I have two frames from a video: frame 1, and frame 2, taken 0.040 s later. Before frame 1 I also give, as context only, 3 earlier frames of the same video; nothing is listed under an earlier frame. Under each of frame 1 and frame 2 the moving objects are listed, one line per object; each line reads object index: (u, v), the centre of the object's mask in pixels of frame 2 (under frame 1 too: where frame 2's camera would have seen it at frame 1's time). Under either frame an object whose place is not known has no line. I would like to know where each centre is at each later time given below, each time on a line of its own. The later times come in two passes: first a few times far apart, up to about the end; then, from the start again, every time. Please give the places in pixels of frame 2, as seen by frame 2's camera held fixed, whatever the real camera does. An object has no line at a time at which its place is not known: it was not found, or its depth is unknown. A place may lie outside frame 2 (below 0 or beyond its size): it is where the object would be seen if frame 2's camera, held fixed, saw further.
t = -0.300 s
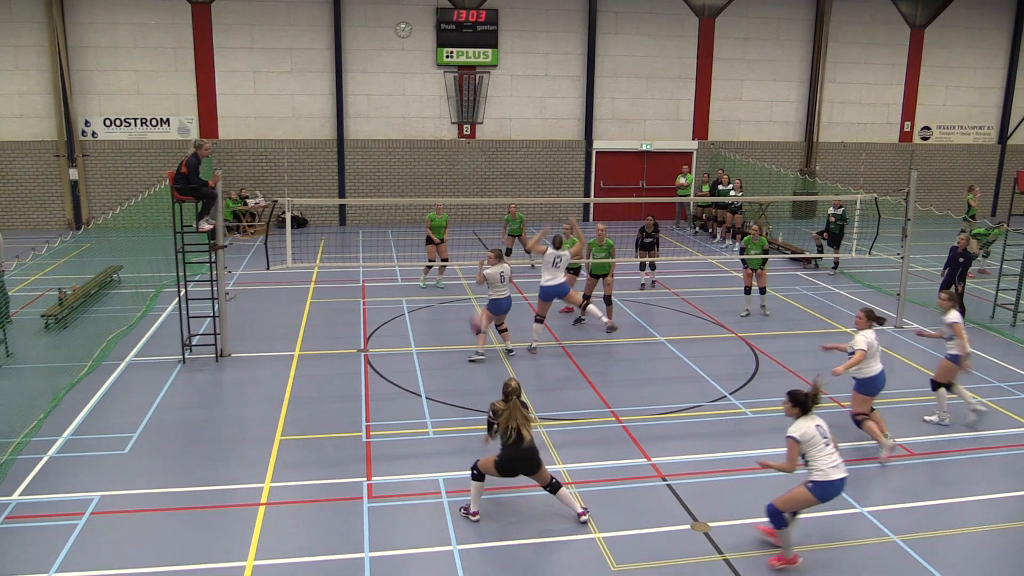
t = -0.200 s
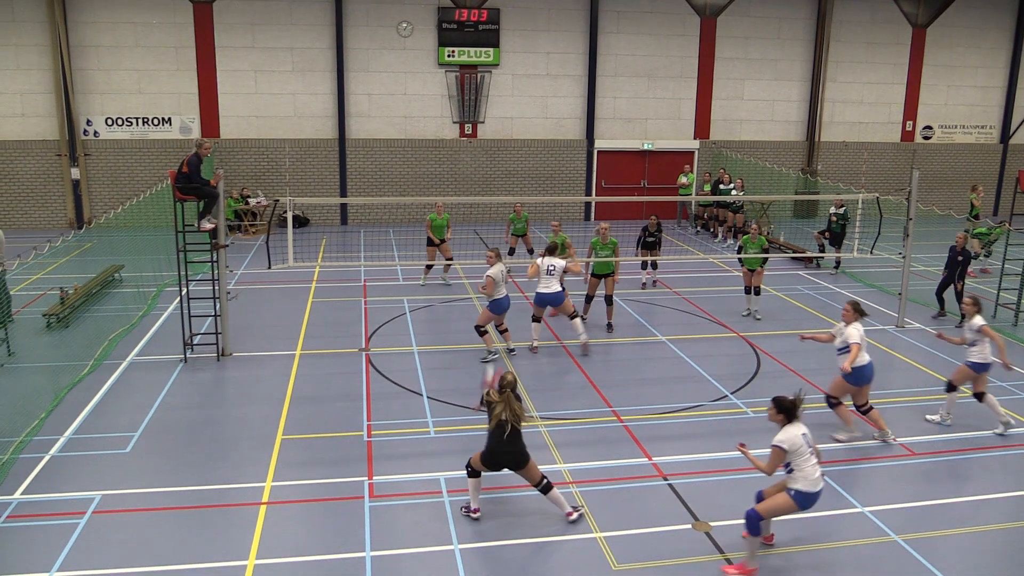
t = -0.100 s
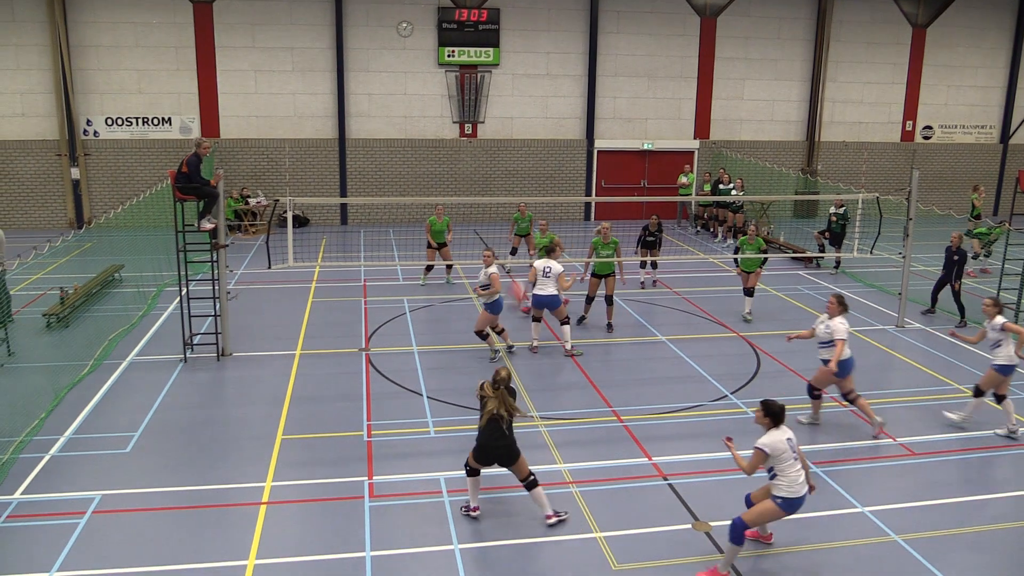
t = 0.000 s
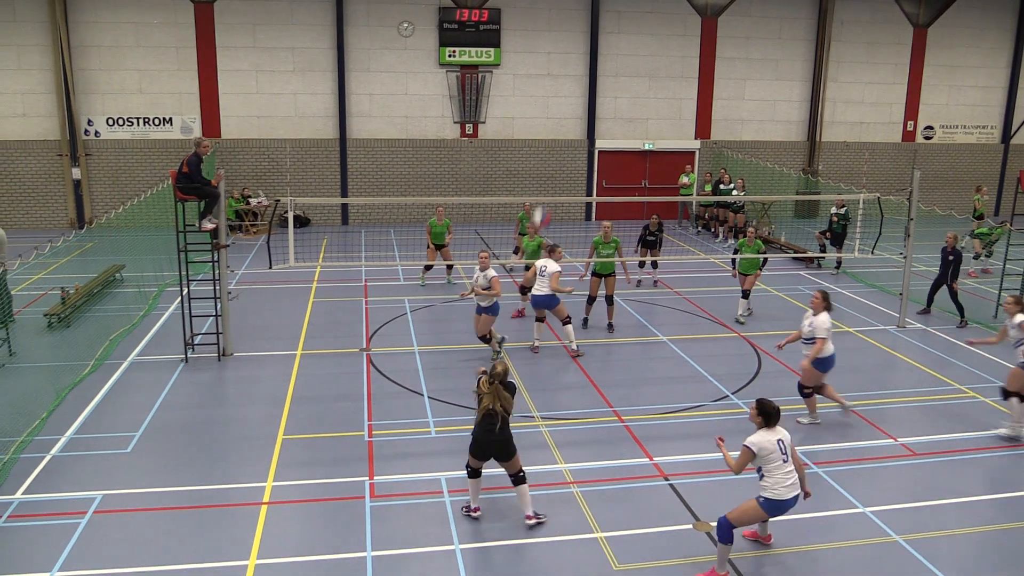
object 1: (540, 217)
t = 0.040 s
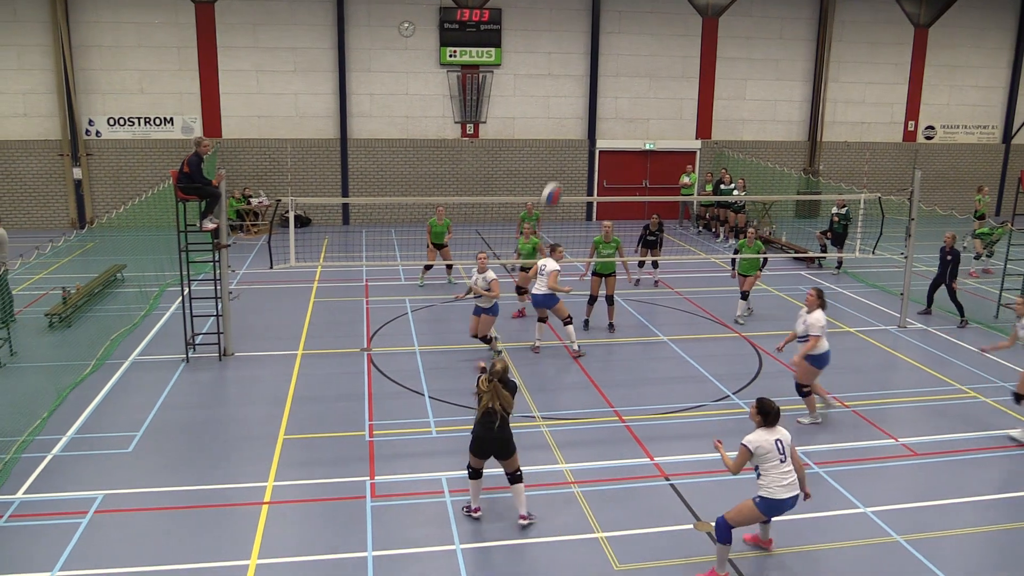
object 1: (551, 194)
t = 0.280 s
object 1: (606, 73)
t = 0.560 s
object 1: (666, 12)
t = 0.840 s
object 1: (714, 28)
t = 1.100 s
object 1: (751, 102)
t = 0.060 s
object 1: (555, 183)
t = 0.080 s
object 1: (560, 169)
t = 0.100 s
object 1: (566, 157)
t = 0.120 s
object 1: (569, 147)
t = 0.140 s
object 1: (573, 136)
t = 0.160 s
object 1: (579, 125)
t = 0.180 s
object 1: (584, 115)
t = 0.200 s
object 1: (588, 106)
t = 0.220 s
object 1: (593, 97)
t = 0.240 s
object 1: (597, 90)
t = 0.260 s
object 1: (601, 81)
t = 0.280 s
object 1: (606, 73)
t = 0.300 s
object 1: (611, 66)
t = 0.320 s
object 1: (615, 60)
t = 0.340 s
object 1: (619, 54)
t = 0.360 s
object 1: (624, 47)
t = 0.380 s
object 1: (628, 42)
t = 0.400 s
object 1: (633, 38)
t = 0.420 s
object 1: (637, 34)
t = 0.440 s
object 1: (640, 29)
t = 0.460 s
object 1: (645, 25)
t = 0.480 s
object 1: (649, 22)
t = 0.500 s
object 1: (653, 19)
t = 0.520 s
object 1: (657, 17)
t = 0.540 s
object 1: (662, 14)
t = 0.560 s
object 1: (666, 12)
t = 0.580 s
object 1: (670, 11)
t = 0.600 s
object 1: (673, 10)
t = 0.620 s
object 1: (677, 10)
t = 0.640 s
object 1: (681, 9)
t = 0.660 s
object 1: (684, 9)
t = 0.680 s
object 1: (688, 10)
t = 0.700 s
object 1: (691, 11)
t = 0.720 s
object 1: (695, 13)
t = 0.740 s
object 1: (698, 14)
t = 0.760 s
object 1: (701, 16)
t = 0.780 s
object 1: (705, 18)
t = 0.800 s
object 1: (709, 21)
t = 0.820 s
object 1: (711, 24)
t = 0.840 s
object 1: (714, 28)
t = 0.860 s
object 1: (718, 32)
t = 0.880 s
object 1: (721, 36)
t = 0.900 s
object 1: (724, 40)
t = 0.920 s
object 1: (727, 45)
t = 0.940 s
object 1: (731, 51)
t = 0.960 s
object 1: (733, 56)
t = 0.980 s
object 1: (736, 61)
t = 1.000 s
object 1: (738, 67)
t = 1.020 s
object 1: (741, 74)
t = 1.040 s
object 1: (744, 80)
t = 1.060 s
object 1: (747, 88)
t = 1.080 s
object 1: (749, 94)
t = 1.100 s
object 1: (751, 102)
